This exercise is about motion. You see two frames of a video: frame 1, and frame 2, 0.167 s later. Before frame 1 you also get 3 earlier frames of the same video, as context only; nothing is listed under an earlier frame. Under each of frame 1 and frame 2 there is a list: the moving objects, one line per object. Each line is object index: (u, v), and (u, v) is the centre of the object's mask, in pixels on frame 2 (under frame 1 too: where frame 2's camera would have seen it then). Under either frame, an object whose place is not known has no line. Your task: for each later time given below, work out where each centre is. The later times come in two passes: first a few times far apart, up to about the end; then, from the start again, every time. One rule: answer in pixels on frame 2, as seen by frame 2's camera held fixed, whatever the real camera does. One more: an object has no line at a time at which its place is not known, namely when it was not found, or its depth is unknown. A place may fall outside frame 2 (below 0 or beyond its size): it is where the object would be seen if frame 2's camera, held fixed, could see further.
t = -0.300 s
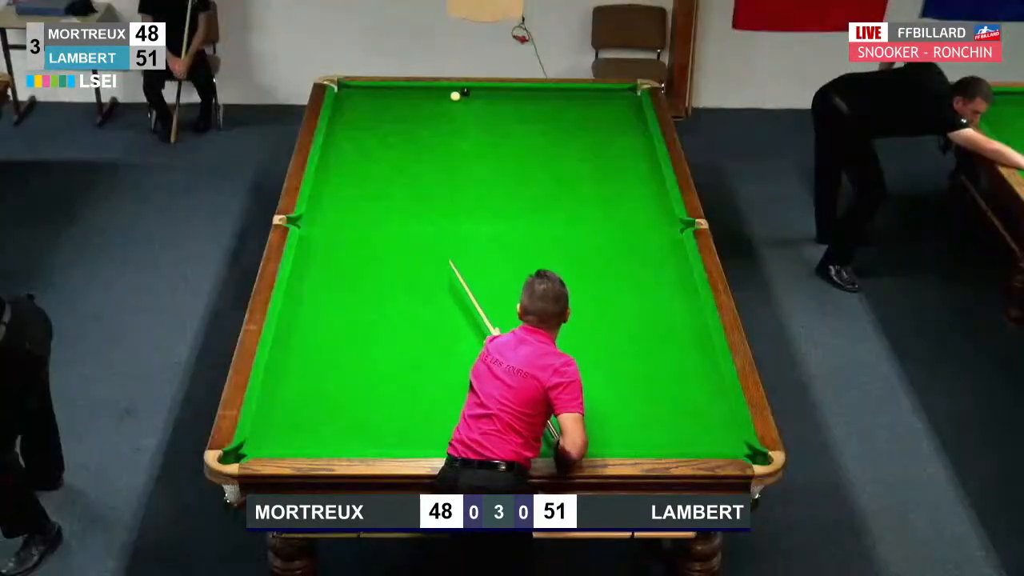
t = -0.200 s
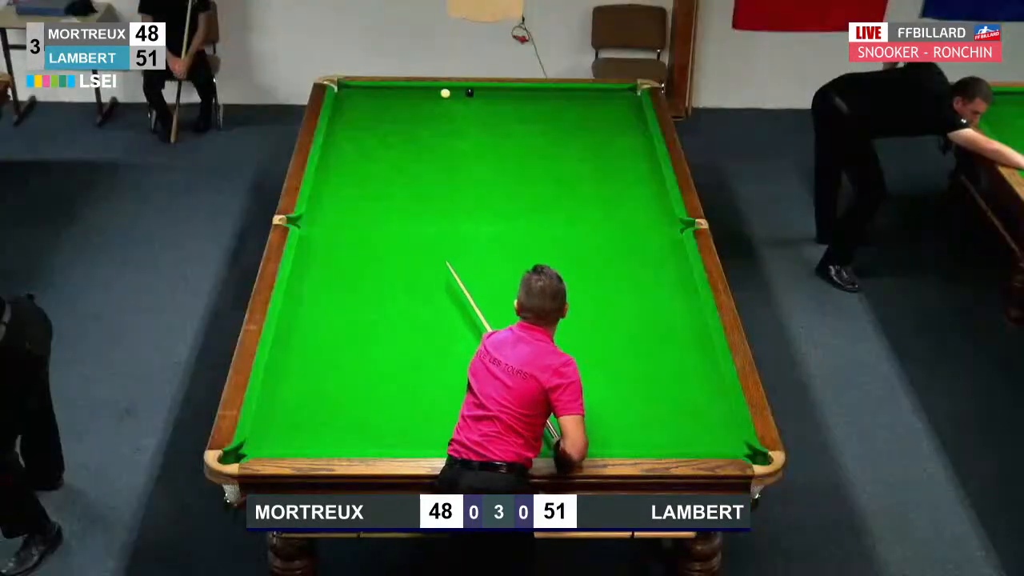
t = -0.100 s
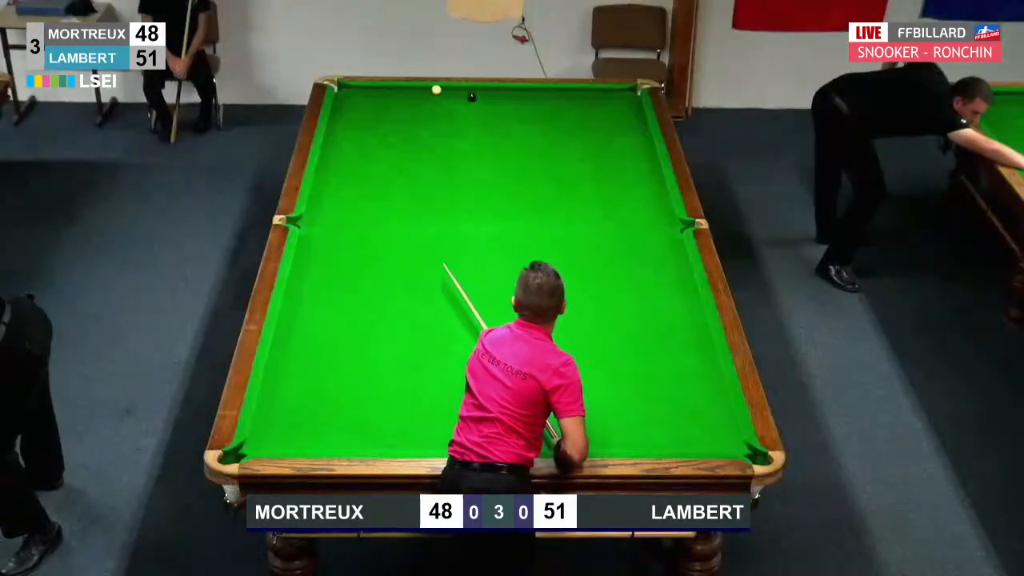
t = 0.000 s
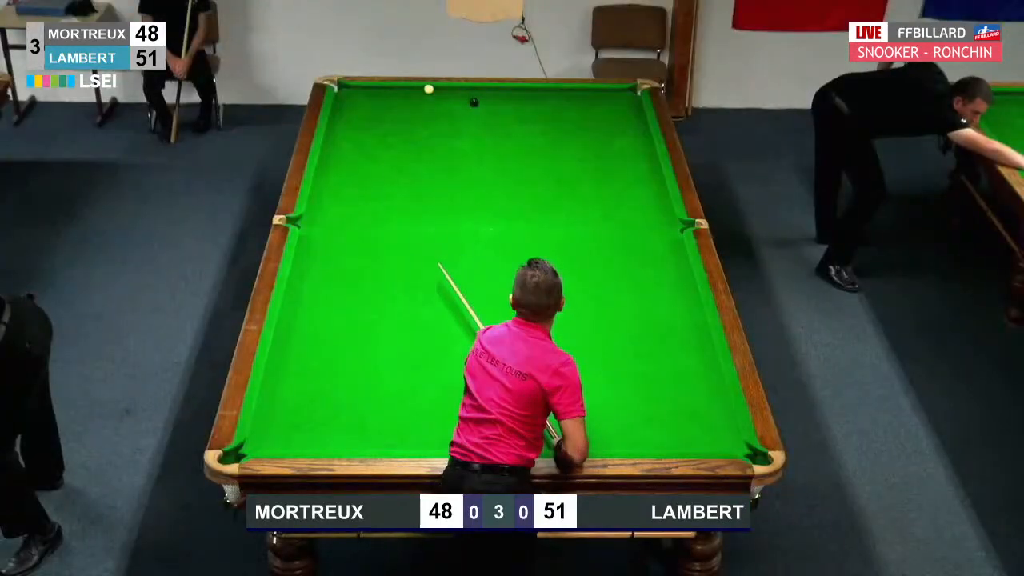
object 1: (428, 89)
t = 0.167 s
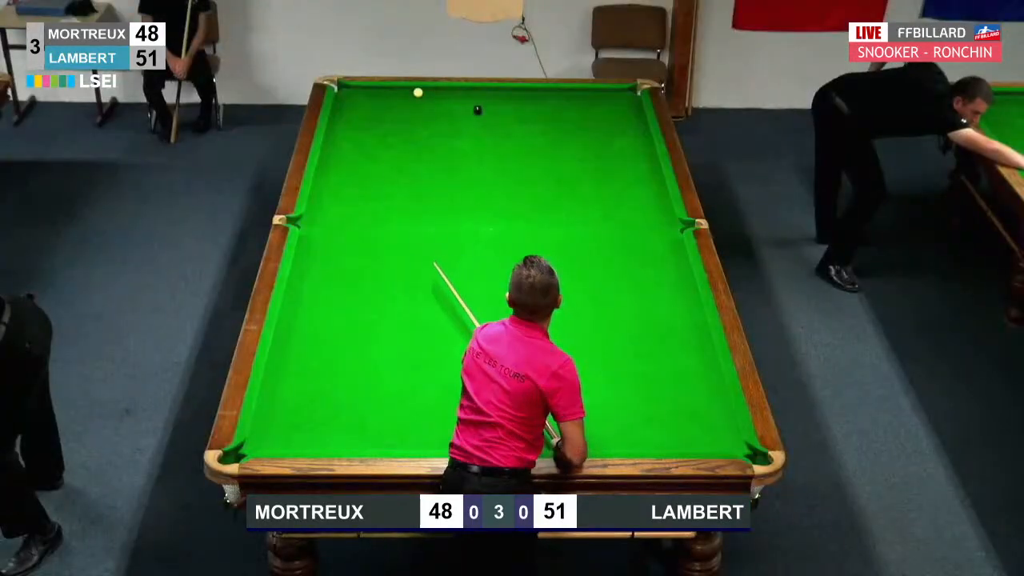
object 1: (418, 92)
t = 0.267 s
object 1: (411, 95)
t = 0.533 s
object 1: (395, 100)
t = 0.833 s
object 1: (377, 106)
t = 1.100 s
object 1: (360, 111)
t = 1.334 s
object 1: (347, 115)
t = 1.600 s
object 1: (334, 119)
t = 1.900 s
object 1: (338, 123)
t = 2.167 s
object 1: (343, 126)
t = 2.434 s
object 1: (348, 128)
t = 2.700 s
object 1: (351, 130)
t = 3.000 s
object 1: (354, 131)
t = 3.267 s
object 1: (356, 132)
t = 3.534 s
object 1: (357, 132)
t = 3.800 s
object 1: (357, 132)
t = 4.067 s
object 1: (357, 132)
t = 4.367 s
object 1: (357, 132)
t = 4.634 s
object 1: (357, 132)
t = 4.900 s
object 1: (357, 132)
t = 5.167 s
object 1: (357, 132)
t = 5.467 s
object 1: (357, 132)
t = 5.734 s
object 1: (357, 132)
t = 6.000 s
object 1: (357, 132)
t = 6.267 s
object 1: (357, 132)
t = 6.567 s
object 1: (357, 132)
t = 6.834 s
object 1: (357, 132)
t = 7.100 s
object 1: (357, 132)
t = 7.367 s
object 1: (357, 132)
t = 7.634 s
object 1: (357, 132)
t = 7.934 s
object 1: (357, 132)
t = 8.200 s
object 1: (357, 132)
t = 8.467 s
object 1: (357, 132)
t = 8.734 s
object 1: (357, 132)
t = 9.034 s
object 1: (357, 132)
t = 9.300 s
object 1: (357, 132)
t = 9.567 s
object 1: (357, 132)
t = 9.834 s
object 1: (357, 132)
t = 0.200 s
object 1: (415, 93)
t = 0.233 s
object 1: (414, 94)
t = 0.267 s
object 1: (411, 95)
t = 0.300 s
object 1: (409, 95)
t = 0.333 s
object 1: (407, 96)
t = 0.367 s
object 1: (405, 96)
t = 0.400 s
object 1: (402, 97)
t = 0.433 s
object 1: (401, 97)
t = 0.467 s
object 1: (399, 98)
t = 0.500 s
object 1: (396, 99)
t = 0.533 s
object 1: (395, 100)
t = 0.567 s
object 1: (392, 101)
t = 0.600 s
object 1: (390, 101)
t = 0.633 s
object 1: (389, 102)
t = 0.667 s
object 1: (386, 103)
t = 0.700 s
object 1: (384, 103)
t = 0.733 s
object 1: (383, 104)
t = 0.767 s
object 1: (380, 104)
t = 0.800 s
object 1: (378, 105)
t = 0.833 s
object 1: (377, 106)
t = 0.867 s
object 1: (374, 106)
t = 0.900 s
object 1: (372, 107)
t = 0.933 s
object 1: (371, 108)
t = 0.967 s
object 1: (368, 108)
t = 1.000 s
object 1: (366, 109)
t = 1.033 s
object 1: (365, 109)
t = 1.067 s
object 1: (363, 110)
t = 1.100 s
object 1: (360, 111)
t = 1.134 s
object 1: (357, 112)
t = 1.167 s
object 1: (355, 112)
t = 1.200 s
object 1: (354, 113)
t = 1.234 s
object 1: (352, 113)
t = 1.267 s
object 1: (350, 114)
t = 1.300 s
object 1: (349, 114)
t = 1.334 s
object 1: (347, 115)
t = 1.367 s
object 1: (344, 116)
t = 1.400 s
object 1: (344, 116)
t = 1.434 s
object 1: (342, 117)
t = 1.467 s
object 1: (339, 118)
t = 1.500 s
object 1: (339, 118)
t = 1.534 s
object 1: (337, 119)
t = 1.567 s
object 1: (335, 119)
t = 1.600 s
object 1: (334, 119)
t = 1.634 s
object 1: (332, 120)
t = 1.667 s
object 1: (333, 120)
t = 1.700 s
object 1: (333, 121)
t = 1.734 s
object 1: (334, 121)
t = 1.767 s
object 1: (335, 122)
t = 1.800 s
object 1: (336, 122)
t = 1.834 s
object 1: (336, 122)
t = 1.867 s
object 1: (337, 123)
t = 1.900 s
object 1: (338, 123)
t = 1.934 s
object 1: (339, 124)
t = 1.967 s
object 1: (339, 124)
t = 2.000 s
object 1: (340, 124)
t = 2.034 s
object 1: (341, 125)
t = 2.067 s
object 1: (341, 125)
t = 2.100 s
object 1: (342, 125)
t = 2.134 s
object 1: (343, 125)
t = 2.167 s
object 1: (343, 126)
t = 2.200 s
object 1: (344, 126)
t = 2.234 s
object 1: (344, 126)
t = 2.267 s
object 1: (345, 127)
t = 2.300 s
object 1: (345, 127)
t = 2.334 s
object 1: (346, 127)
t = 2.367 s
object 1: (347, 127)
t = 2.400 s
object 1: (347, 128)
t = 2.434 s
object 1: (348, 128)
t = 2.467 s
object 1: (348, 128)
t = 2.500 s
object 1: (349, 128)
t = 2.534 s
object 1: (349, 129)
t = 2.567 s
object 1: (350, 129)
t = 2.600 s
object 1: (350, 129)
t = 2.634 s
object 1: (351, 129)
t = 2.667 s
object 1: (351, 130)
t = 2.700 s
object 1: (351, 130)
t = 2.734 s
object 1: (352, 130)
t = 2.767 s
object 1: (352, 130)
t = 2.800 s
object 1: (352, 130)
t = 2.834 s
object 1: (353, 131)
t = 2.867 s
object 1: (353, 131)
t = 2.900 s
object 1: (353, 131)
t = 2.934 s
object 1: (354, 131)
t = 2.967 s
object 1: (354, 131)
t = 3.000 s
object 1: (354, 131)
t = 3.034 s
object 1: (354, 131)
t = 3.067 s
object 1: (355, 132)
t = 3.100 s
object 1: (355, 132)
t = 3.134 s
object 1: (355, 132)
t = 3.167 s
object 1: (356, 132)
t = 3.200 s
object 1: (356, 132)
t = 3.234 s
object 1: (356, 132)
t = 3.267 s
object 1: (356, 132)
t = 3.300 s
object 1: (356, 132)
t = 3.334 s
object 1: (357, 132)
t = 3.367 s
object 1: (357, 132)
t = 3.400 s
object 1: (357, 132)
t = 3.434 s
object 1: (357, 132)
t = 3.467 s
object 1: (357, 132)
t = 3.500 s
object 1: (357, 132)
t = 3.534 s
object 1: (357, 132)
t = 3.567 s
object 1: (357, 132)
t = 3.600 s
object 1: (357, 132)
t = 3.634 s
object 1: (357, 132)
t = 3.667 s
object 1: (357, 132)
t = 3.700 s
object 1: (357, 132)
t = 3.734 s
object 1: (357, 132)
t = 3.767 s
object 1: (357, 132)
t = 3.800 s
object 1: (357, 132)
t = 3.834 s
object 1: (357, 132)
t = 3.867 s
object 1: (357, 132)
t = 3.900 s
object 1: (357, 132)
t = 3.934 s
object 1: (357, 132)
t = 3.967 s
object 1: (357, 132)
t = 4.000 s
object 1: (357, 132)
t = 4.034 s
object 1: (357, 132)
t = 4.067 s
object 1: (357, 132)
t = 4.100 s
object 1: (357, 132)
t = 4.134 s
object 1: (357, 132)
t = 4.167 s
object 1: (357, 132)
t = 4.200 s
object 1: (357, 132)
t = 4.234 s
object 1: (357, 132)
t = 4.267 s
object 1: (357, 132)
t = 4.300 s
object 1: (357, 132)
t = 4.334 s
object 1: (357, 132)
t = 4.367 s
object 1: (357, 132)
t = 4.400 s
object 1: (357, 132)
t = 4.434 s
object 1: (357, 132)
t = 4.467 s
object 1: (357, 132)
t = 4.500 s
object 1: (357, 132)
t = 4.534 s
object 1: (357, 132)
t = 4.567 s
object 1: (357, 132)
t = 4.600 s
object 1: (357, 132)
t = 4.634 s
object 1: (357, 132)
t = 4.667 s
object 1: (357, 132)
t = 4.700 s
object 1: (357, 132)
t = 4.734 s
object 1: (357, 132)
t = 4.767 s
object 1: (357, 132)
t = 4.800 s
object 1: (357, 132)
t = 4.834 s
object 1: (357, 132)
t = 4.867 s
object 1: (357, 132)
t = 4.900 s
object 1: (357, 132)
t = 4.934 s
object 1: (357, 132)
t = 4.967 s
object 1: (357, 132)
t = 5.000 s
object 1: (357, 132)
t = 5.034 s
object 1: (357, 132)
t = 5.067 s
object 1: (357, 132)
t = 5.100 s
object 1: (357, 132)
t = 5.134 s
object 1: (357, 132)
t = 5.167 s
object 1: (357, 132)
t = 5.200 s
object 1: (357, 132)
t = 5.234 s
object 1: (357, 132)
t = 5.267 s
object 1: (357, 132)
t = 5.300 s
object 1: (357, 132)
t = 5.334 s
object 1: (357, 132)
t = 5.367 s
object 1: (357, 132)
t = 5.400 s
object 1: (357, 132)
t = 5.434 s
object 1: (357, 132)
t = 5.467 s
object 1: (357, 132)
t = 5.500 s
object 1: (357, 132)
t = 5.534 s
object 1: (357, 132)
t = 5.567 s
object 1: (357, 132)
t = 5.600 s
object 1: (357, 132)
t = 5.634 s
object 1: (357, 132)
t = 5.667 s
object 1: (357, 132)
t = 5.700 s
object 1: (357, 132)
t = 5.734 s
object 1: (357, 132)
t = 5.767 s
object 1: (357, 132)
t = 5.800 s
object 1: (357, 132)
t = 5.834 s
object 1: (357, 132)
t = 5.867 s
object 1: (357, 132)
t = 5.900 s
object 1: (357, 132)
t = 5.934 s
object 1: (357, 132)
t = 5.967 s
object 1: (357, 132)
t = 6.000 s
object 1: (357, 132)
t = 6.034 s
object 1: (357, 132)
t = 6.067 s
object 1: (357, 132)
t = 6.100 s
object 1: (357, 132)
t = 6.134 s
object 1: (357, 132)
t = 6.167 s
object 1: (358, 132)
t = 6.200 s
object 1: (358, 132)
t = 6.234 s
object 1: (358, 132)
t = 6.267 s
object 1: (357, 132)
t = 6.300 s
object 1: (357, 132)
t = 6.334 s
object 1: (357, 132)
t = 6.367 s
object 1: (357, 132)
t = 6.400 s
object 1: (357, 132)
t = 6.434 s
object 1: (357, 132)
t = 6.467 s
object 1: (357, 132)
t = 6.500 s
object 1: (357, 132)
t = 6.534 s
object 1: (357, 132)
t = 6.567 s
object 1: (357, 132)
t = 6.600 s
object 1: (357, 132)
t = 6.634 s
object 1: (357, 132)
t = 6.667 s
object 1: (357, 132)
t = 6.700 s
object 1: (357, 132)
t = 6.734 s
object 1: (357, 132)
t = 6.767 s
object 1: (357, 132)
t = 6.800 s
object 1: (357, 132)
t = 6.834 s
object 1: (357, 132)
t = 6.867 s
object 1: (357, 132)
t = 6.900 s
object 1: (357, 132)
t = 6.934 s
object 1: (357, 132)
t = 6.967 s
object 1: (357, 132)
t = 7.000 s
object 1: (357, 132)
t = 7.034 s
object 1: (357, 132)
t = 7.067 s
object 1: (357, 132)
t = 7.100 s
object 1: (357, 132)
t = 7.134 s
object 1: (357, 132)
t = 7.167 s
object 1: (357, 132)
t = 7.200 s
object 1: (357, 132)
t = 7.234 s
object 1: (357, 132)
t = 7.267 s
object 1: (357, 132)
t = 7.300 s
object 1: (357, 132)
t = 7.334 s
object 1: (357, 132)
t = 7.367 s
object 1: (357, 132)
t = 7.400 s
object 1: (357, 132)
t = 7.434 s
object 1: (357, 132)
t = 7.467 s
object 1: (357, 132)
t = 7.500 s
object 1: (357, 132)
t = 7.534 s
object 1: (357, 132)
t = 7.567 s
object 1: (357, 132)
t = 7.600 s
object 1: (357, 132)
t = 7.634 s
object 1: (357, 132)
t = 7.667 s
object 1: (357, 132)
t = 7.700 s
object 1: (357, 132)
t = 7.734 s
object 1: (357, 132)
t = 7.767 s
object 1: (357, 132)
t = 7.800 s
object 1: (357, 132)
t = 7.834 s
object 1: (357, 132)
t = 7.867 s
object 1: (357, 132)
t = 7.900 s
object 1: (357, 132)
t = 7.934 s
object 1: (357, 132)
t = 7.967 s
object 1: (357, 132)
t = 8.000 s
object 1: (357, 132)
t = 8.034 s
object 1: (357, 132)
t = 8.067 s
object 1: (357, 132)
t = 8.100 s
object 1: (357, 132)
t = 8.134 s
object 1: (357, 132)
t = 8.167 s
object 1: (357, 132)
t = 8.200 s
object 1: (357, 132)
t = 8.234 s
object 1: (357, 132)
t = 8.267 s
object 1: (357, 132)
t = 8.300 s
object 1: (357, 132)
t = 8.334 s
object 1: (357, 132)
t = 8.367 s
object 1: (357, 132)
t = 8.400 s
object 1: (357, 132)
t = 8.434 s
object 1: (357, 132)
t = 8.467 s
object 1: (357, 132)
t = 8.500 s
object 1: (357, 132)
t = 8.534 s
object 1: (357, 132)
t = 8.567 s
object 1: (357, 132)
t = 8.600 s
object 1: (357, 132)
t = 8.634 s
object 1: (357, 132)
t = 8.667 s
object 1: (357, 132)
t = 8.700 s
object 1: (357, 132)
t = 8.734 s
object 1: (357, 132)
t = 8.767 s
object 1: (357, 132)
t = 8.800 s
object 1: (357, 132)
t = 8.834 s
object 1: (357, 132)
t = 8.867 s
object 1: (357, 132)
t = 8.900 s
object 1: (357, 132)
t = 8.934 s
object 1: (357, 132)
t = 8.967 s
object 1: (357, 132)
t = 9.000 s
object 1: (357, 132)
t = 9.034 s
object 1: (357, 132)
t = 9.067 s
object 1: (357, 132)
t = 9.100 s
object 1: (357, 132)
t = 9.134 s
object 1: (357, 132)
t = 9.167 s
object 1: (357, 132)
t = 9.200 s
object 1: (357, 132)
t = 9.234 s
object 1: (357, 132)
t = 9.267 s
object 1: (357, 132)
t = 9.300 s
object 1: (357, 132)
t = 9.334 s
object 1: (357, 132)
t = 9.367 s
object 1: (357, 132)
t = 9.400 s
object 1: (357, 132)
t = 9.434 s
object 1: (357, 132)
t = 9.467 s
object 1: (357, 132)
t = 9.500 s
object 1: (357, 133)
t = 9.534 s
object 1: (357, 132)
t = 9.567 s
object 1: (357, 132)
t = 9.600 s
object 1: (357, 132)
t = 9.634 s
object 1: (357, 132)
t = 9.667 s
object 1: (357, 132)
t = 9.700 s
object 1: (357, 132)
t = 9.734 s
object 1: (357, 132)
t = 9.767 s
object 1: (357, 132)
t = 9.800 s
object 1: (357, 132)
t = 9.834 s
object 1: (357, 132)
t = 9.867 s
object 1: (357, 132)
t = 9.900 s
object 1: (357, 132)
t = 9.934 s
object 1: (357, 132)
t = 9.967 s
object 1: (357, 132)
